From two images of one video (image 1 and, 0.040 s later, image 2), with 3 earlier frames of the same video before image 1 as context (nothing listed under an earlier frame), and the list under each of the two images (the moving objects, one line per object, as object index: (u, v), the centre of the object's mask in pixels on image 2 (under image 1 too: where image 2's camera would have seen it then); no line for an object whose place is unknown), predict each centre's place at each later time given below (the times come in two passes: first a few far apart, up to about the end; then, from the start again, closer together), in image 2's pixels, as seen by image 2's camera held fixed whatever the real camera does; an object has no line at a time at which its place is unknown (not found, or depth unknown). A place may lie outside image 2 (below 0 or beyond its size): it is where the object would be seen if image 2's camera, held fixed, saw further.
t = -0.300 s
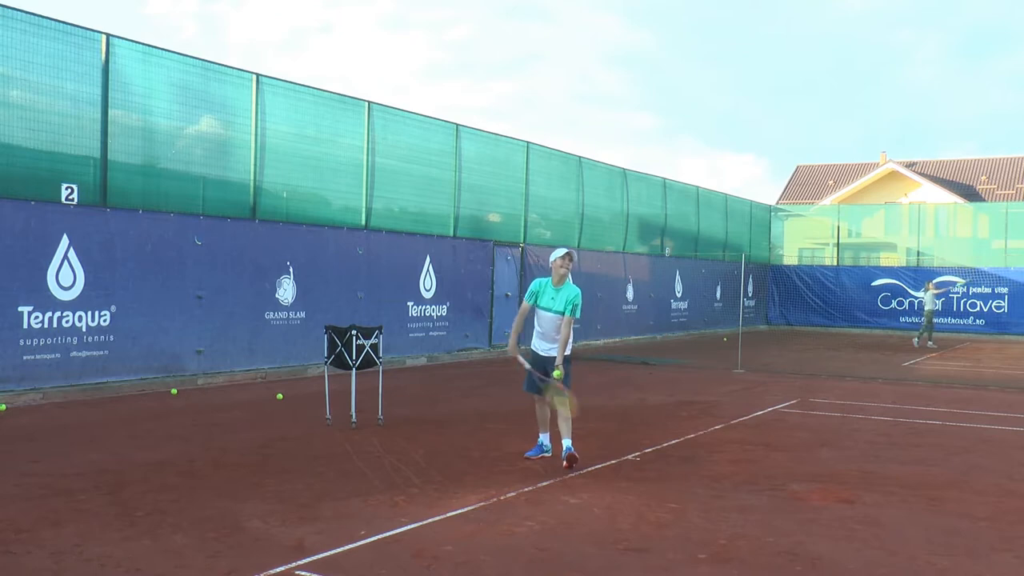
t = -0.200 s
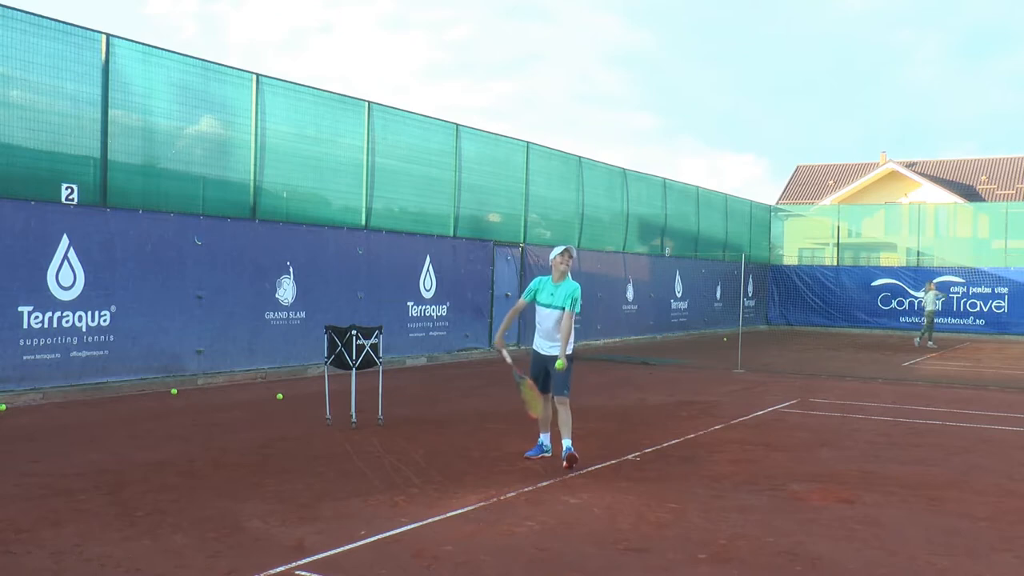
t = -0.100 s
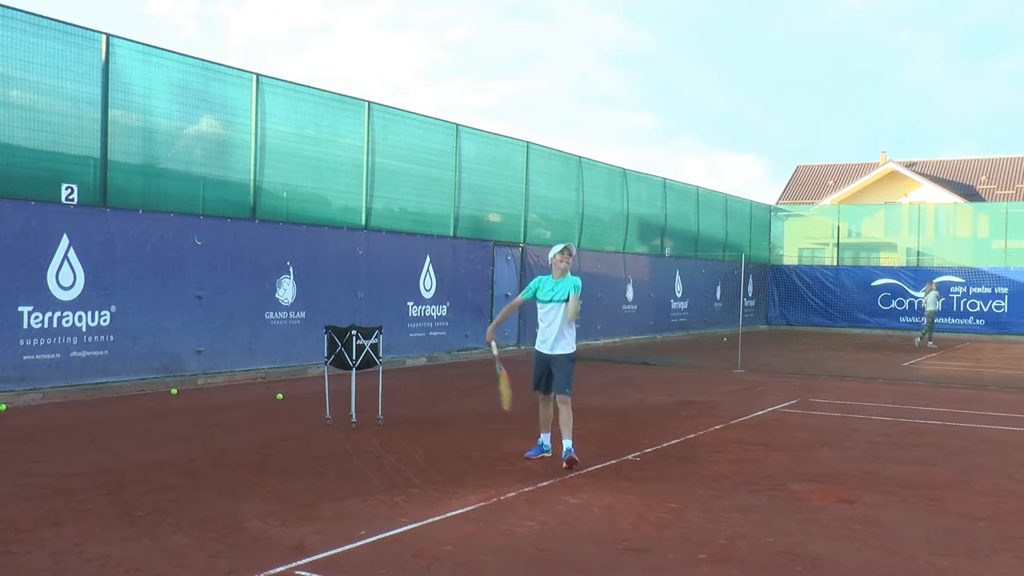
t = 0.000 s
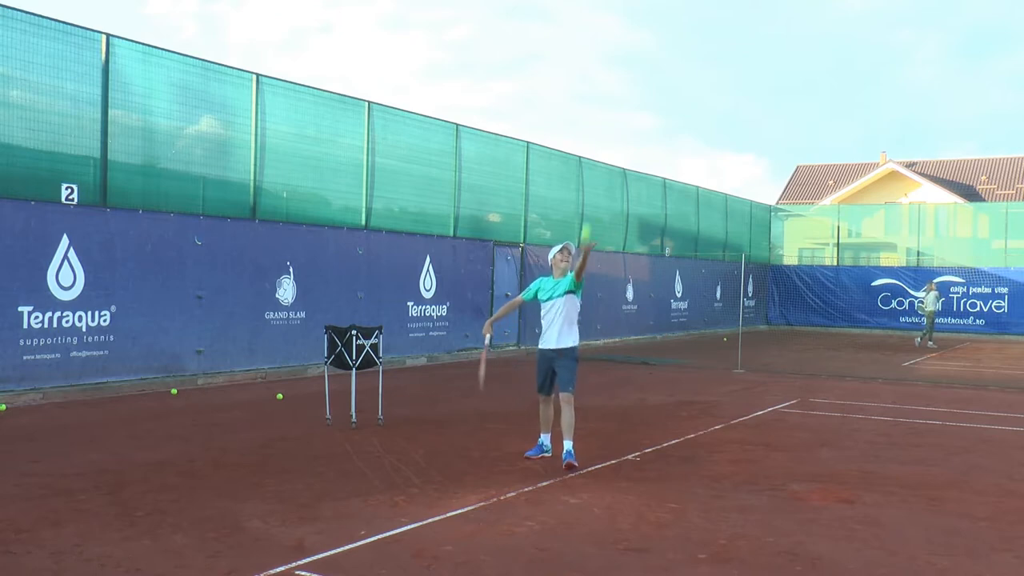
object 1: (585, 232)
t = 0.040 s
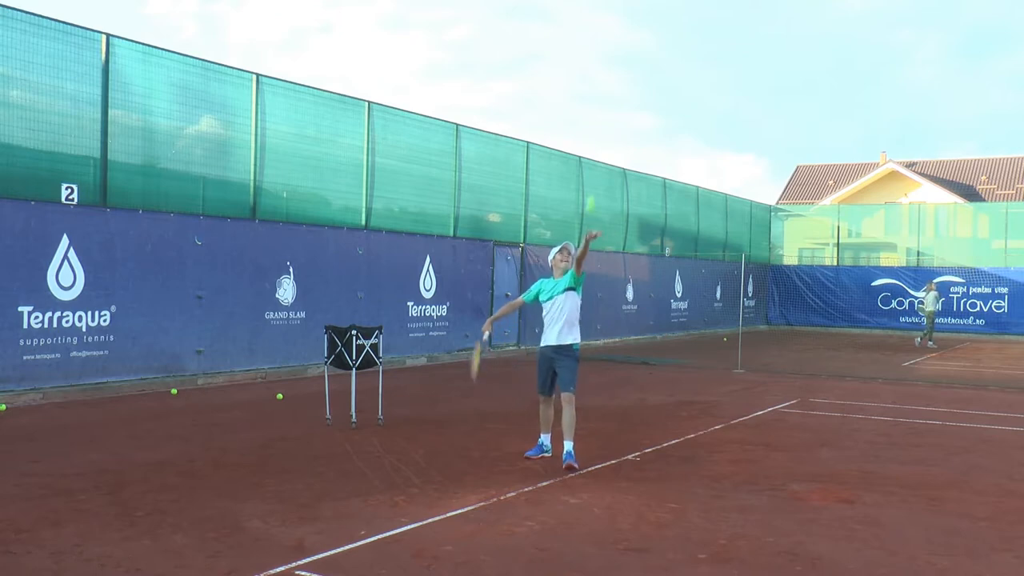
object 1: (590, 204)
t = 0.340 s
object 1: (625, 67)
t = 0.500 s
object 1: (641, 44)
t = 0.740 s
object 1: (664, 74)
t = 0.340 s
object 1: (625, 67)
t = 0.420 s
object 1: (633, 51)
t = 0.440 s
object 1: (635, 49)
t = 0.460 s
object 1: (637, 47)
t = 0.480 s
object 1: (639, 45)
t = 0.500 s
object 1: (641, 44)
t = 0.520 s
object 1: (643, 44)
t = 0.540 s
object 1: (645, 44)
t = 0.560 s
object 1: (647, 44)
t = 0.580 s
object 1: (649, 45)
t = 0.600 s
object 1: (651, 47)
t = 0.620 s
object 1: (653, 49)
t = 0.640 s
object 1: (655, 52)
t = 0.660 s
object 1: (657, 56)
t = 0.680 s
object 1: (658, 59)
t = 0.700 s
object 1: (661, 63)
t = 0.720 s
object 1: (662, 68)
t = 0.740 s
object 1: (664, 74)
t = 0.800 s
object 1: (670, 94)
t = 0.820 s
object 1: (671, 101)
